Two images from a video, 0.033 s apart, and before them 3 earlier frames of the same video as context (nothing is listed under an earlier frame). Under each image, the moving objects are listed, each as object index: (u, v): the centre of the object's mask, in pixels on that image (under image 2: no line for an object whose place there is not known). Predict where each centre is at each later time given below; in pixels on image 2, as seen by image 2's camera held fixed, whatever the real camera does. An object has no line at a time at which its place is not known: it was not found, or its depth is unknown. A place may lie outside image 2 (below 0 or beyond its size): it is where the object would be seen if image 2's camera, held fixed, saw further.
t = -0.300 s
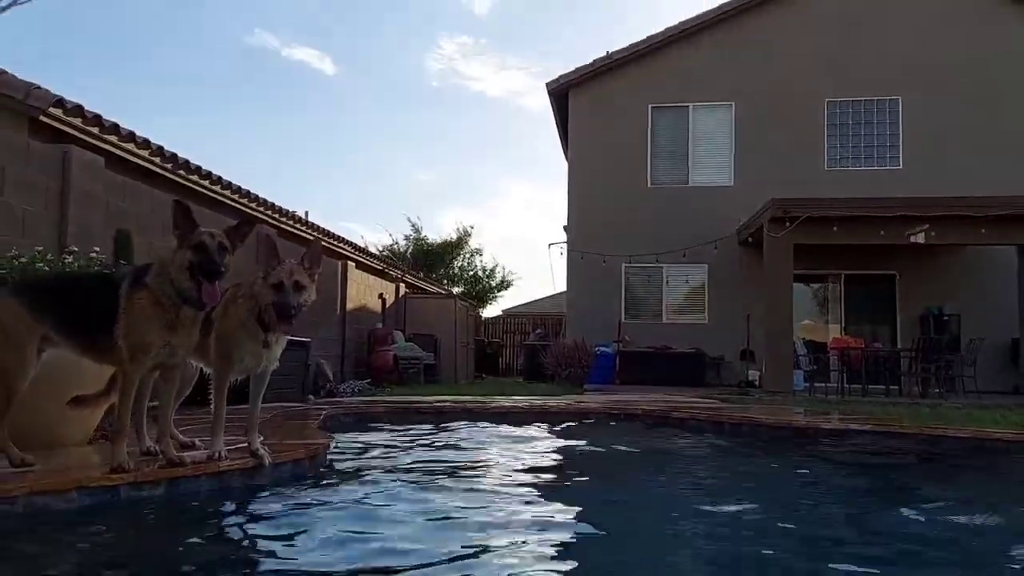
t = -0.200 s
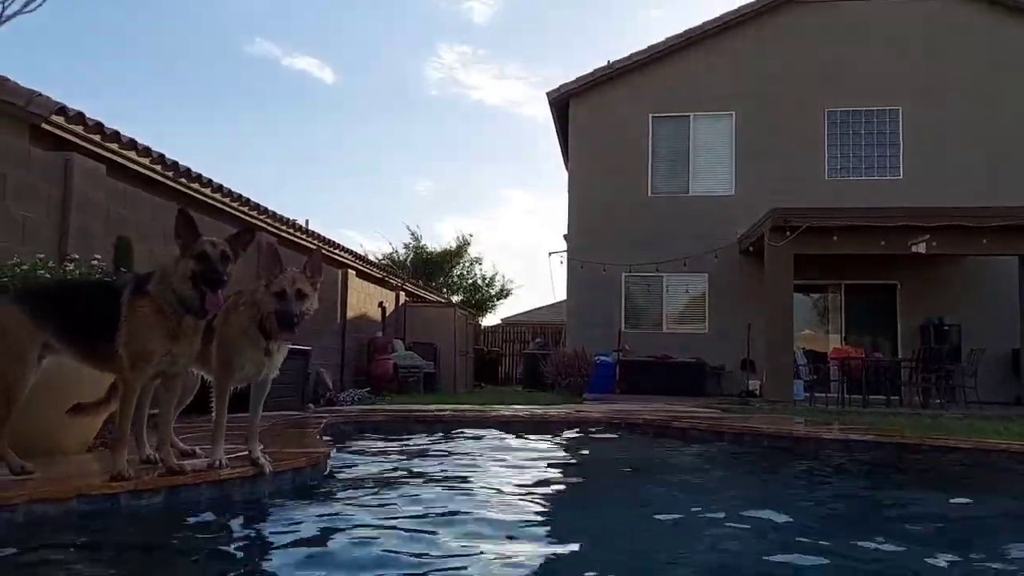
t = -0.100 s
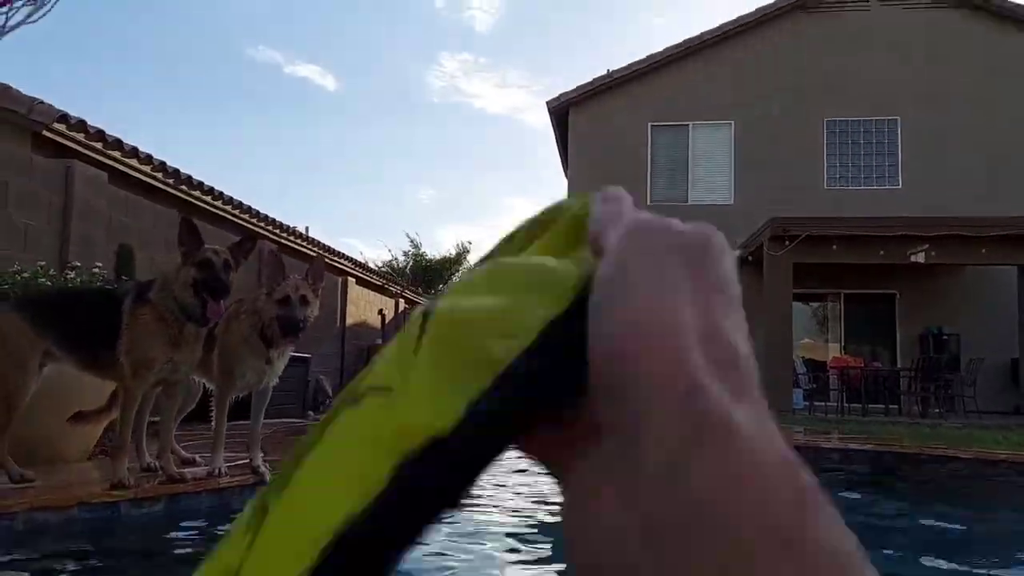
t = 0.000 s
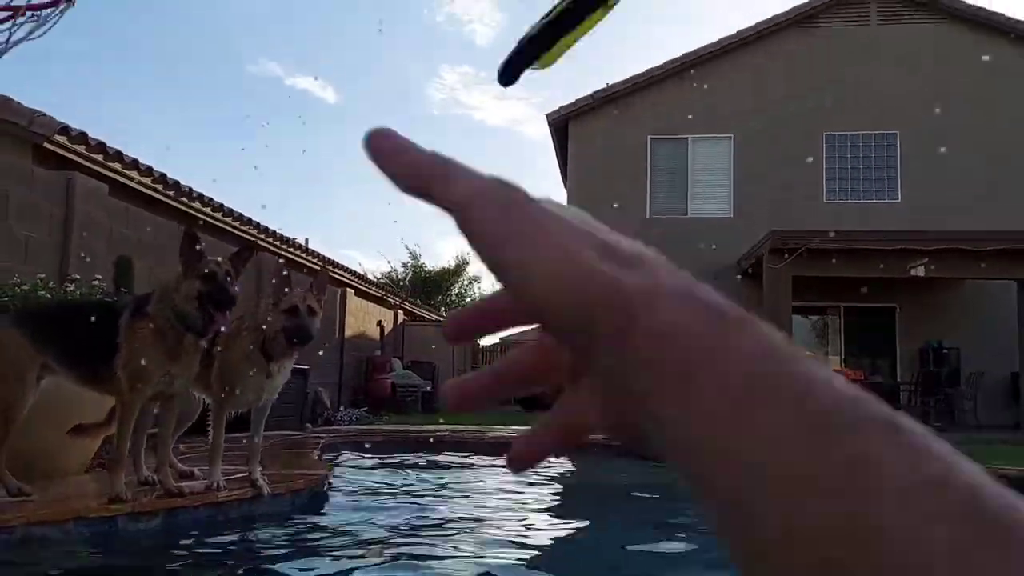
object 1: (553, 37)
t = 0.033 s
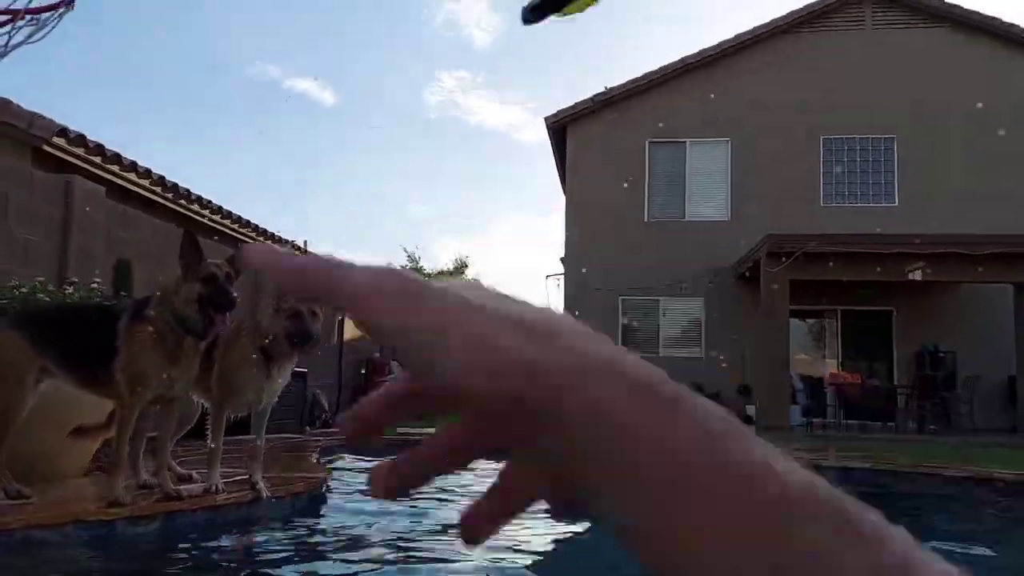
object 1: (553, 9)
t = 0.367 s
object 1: (682, 19)
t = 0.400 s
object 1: (678, 35)
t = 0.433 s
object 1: (681, 51)
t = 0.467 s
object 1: (673, 76)
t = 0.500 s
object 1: (670, 97)
